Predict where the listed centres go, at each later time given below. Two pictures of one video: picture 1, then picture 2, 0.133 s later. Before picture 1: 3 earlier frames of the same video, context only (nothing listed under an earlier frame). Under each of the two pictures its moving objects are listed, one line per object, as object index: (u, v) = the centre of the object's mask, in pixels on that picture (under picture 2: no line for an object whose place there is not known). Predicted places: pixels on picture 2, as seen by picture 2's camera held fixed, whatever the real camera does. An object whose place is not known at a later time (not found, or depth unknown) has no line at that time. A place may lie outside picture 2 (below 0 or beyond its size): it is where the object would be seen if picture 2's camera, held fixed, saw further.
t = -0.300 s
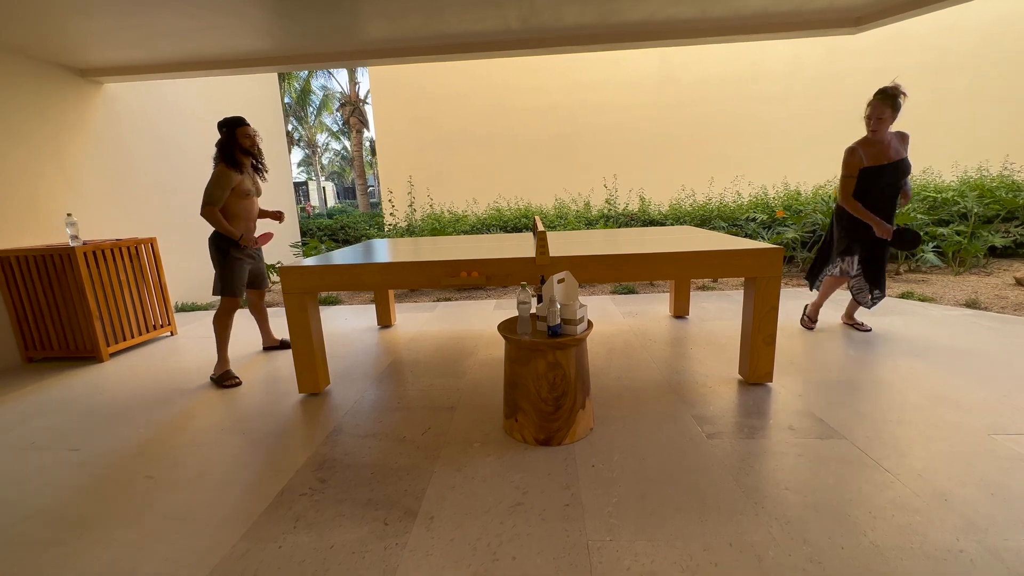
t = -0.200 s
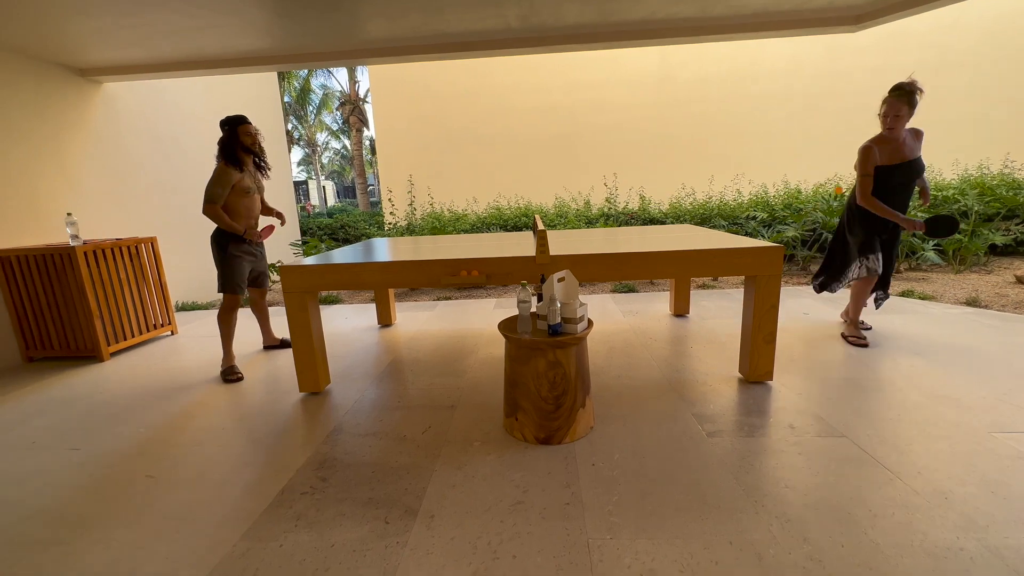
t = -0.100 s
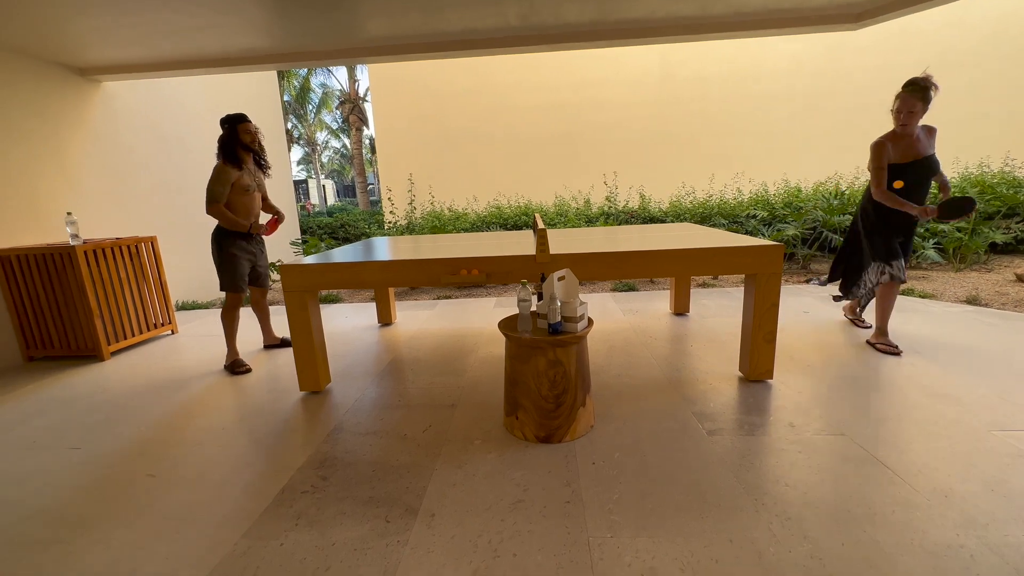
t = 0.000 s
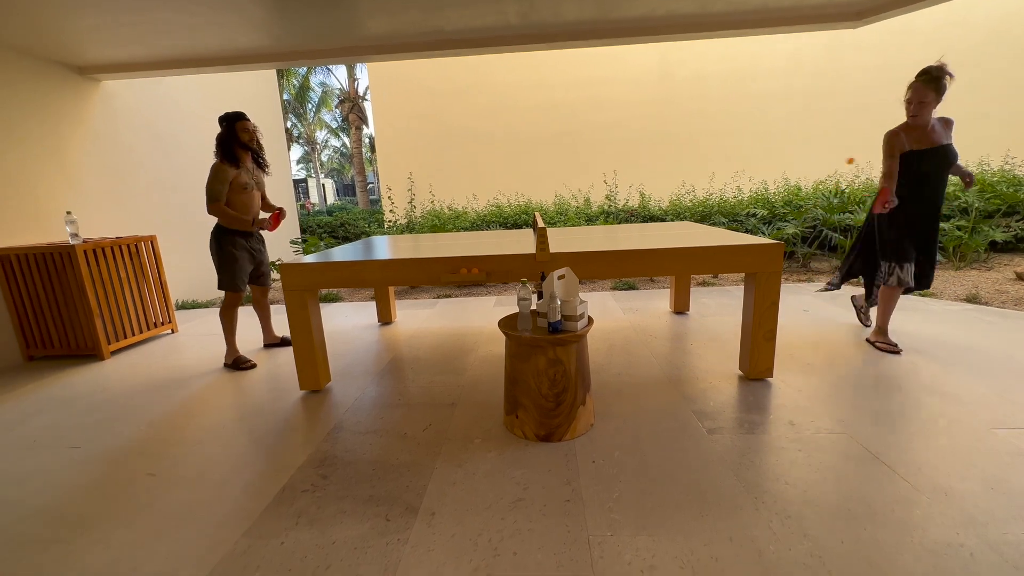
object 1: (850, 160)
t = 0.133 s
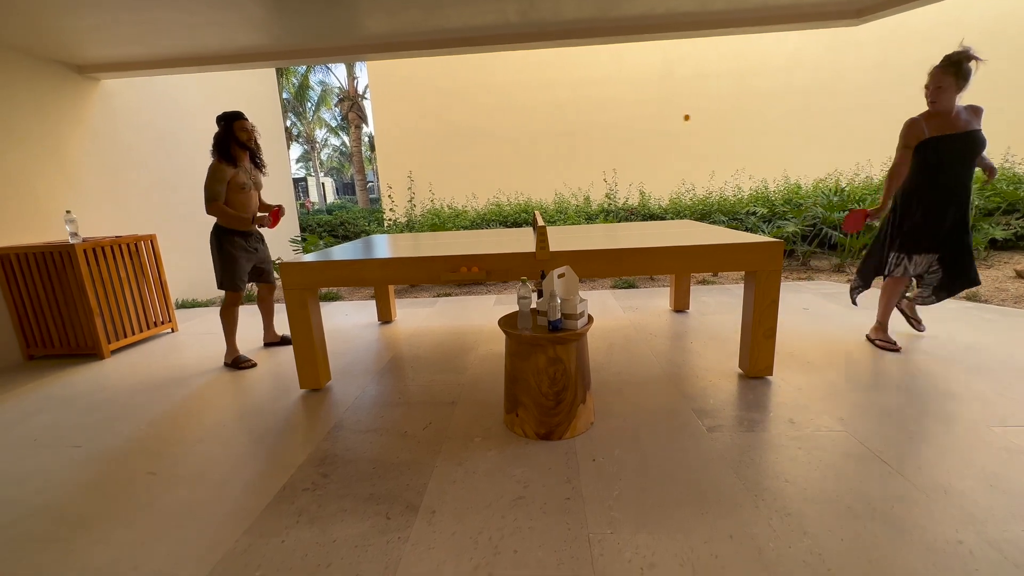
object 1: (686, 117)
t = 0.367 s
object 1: (501, 118)
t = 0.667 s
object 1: (379, 187)
